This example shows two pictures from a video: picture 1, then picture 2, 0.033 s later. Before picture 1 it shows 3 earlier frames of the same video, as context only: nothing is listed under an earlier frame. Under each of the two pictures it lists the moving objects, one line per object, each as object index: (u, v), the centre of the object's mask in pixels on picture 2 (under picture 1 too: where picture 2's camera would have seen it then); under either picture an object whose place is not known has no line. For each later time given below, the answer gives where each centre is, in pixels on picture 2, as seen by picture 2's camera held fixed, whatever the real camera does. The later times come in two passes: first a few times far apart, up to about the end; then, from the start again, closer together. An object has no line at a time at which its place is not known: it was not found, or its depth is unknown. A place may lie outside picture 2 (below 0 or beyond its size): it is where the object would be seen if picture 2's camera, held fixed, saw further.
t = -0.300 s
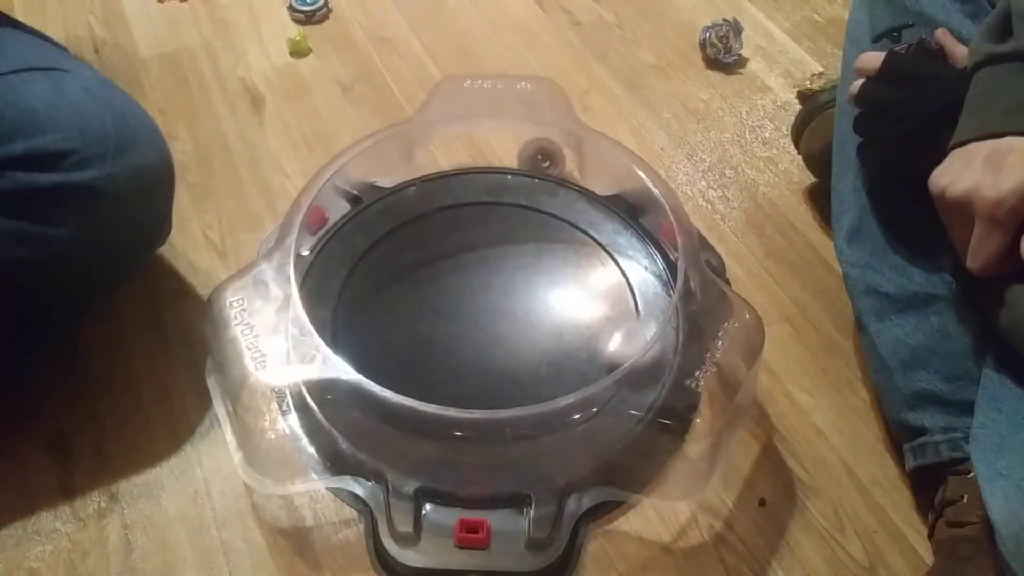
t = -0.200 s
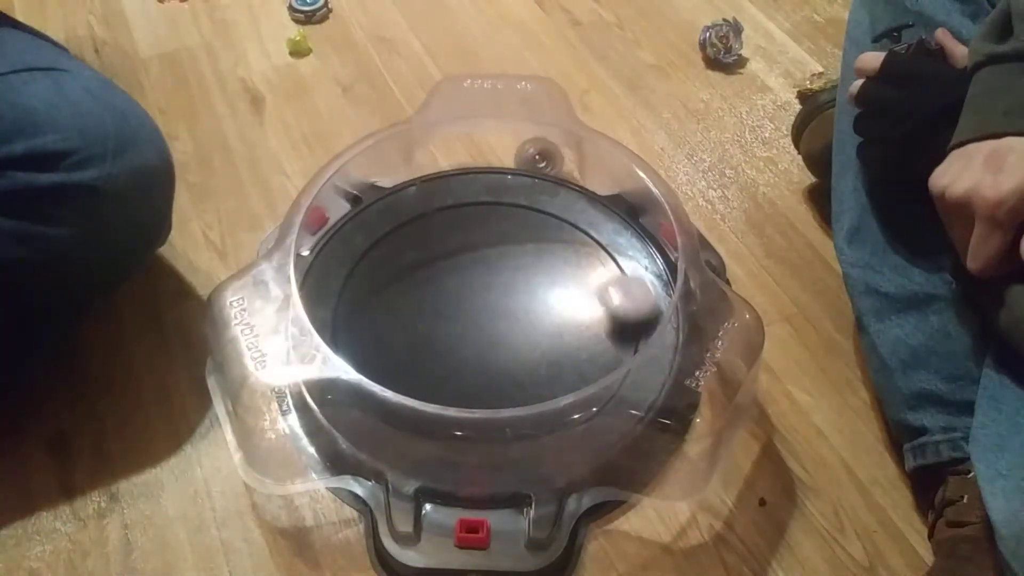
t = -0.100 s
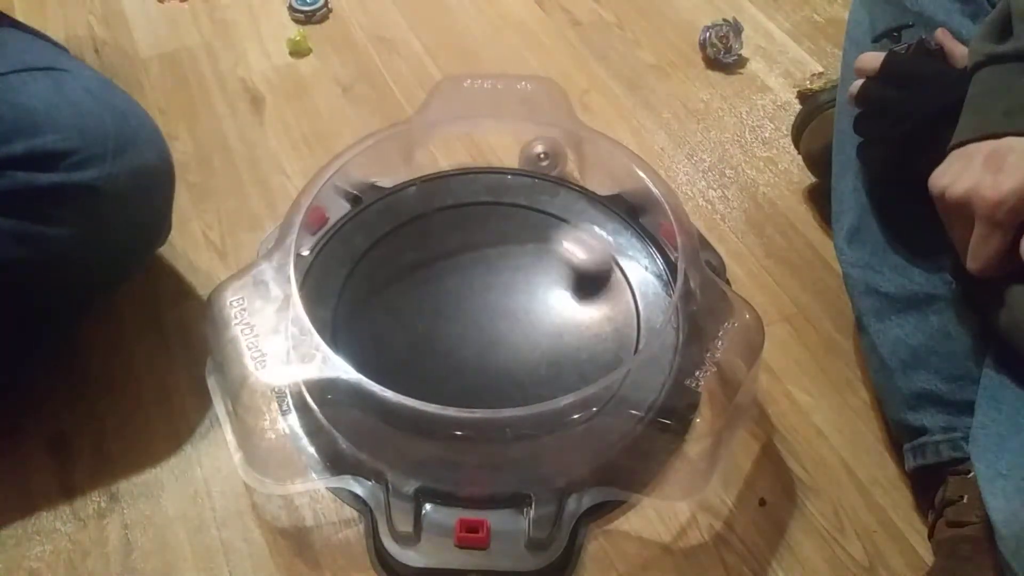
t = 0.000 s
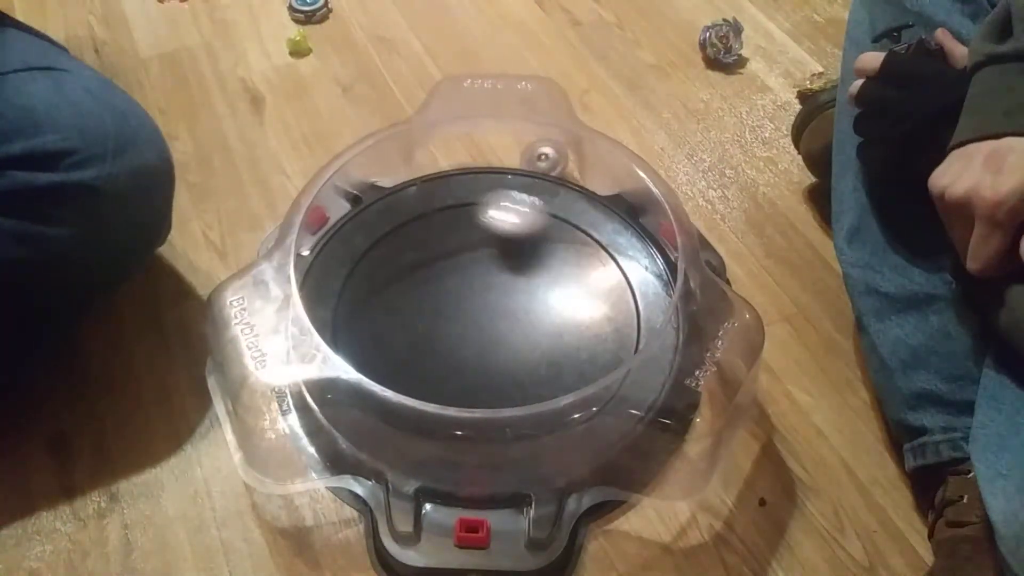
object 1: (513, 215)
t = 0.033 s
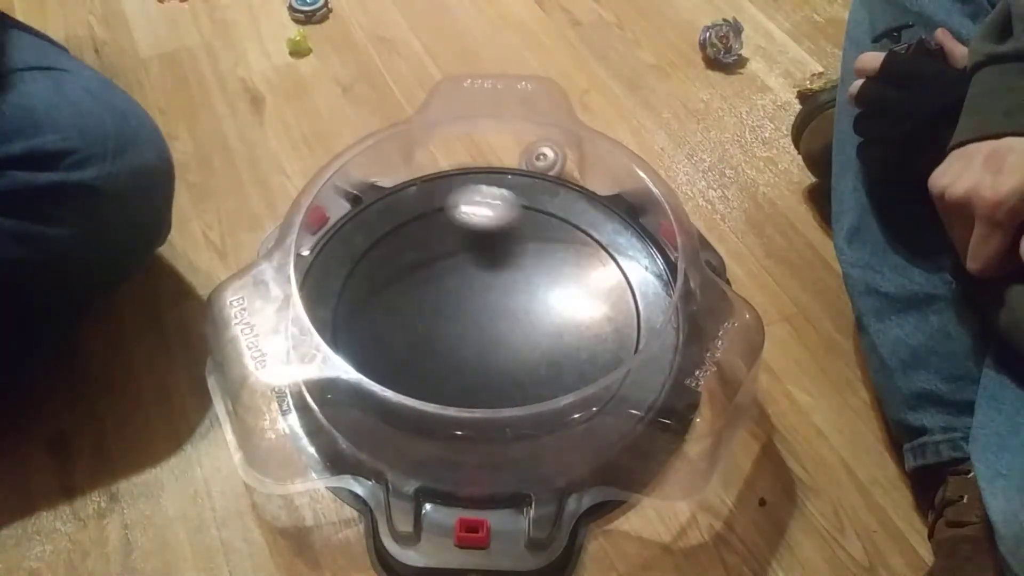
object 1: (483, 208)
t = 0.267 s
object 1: (339, 302)
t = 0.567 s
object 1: (613, 353)
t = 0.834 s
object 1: (420, 204)
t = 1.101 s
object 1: (537, 422)
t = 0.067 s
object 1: (454, 204)
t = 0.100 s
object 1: (425, 205)
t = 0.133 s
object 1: (399, 211)
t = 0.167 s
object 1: (378, 228)
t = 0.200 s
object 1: (359, 249)
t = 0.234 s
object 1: (343, 273)
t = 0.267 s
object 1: (339, 302)
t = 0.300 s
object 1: (345, 328)
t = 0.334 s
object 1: (364, 355)
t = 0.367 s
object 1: (390, 377)
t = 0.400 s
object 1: (426, 396)
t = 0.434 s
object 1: (469, 404)
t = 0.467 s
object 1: (516, 425)
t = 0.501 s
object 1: (559, 391)
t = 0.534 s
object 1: (589, 375)
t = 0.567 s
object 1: (613, 353)
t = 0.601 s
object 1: (637, 325)
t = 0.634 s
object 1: (635, 292)
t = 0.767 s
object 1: (510, 192)
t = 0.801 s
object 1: (463, 192)
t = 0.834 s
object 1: (420, 204)
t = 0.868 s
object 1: (380, 229)
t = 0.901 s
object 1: (352, 263)
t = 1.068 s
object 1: (483, 429)
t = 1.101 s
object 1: (537, 422)
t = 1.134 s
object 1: (584, 396)
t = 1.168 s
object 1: (614, 369)
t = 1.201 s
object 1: (638, 327)
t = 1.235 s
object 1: (634, 297)
